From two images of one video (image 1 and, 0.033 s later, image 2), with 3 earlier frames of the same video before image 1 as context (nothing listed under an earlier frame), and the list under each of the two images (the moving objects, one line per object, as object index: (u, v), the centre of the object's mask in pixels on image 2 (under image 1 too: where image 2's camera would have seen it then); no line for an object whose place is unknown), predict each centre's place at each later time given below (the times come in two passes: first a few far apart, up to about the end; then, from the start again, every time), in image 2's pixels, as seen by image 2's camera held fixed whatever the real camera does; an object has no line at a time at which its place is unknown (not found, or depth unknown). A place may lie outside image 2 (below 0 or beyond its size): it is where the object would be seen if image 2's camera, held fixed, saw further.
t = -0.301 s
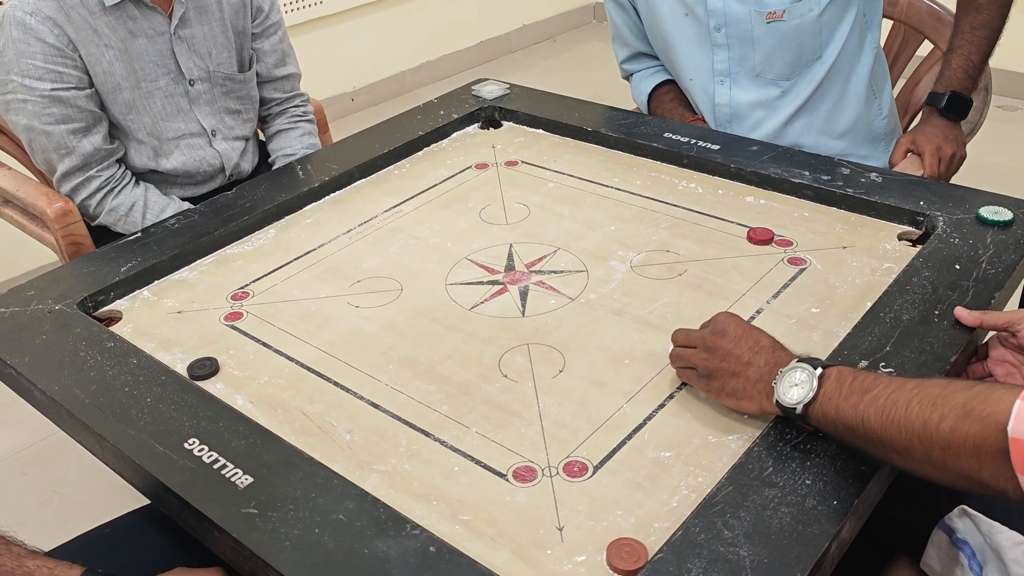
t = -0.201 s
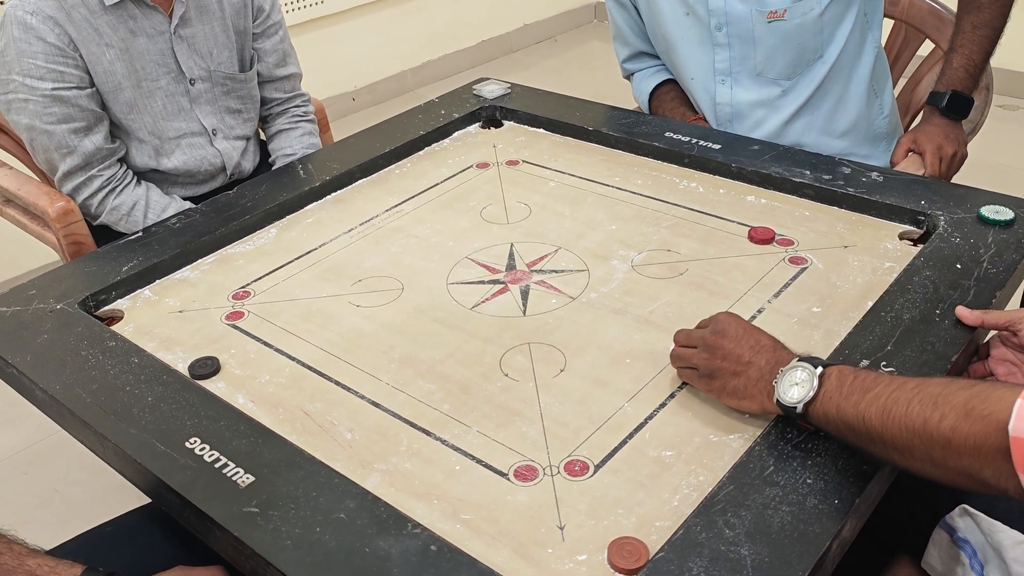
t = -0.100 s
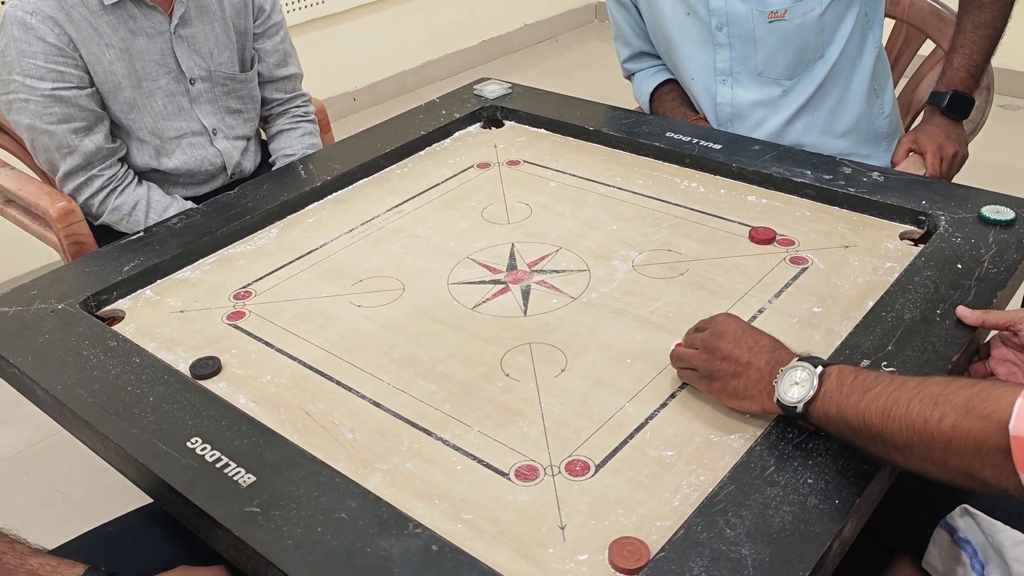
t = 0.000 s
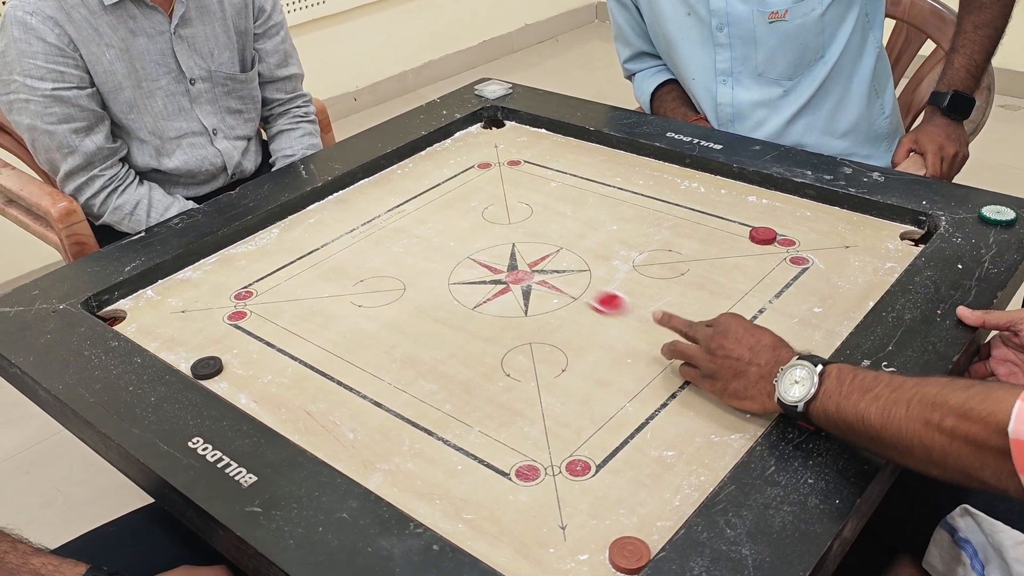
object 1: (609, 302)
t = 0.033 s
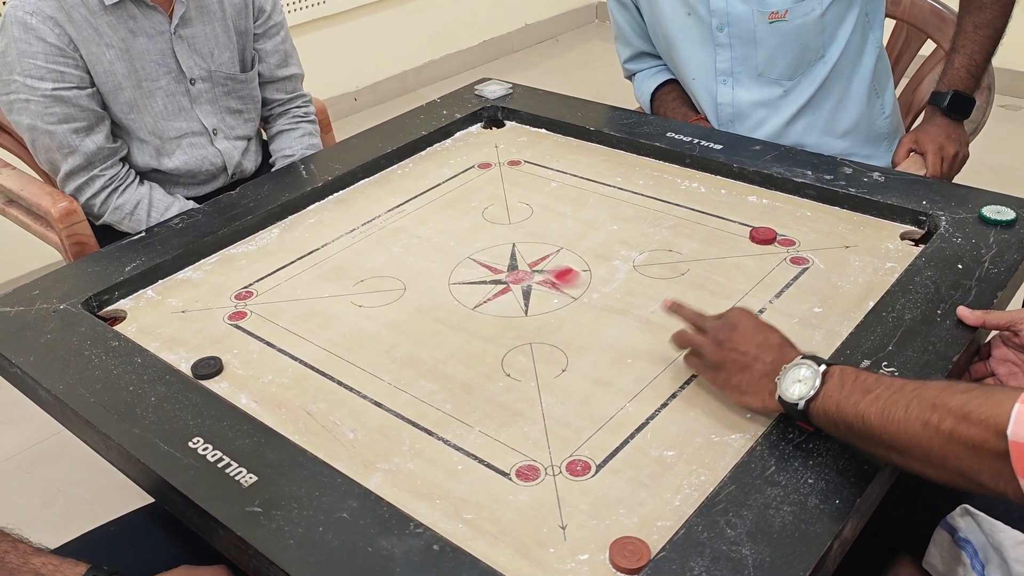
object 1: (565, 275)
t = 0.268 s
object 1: (434, 184)
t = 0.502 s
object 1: (664, 245)
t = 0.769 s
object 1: (797, 280)
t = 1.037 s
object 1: (647, 239)
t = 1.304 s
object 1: (592, 224)
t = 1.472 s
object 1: (590, 223)
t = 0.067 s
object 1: (524, 252)
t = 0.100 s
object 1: (489, 231)
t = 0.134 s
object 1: (458, 213)
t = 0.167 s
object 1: (429, 196)
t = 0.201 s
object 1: (401, 180)
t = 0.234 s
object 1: (403, 176)
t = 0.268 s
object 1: (434, 184)
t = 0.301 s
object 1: (466, 193)
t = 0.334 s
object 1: (496, 201)
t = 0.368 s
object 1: (528, 209)
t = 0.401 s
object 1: (562, 218)
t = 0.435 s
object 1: (596, 227)
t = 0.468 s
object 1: (629, 236)
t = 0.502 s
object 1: (664, 245)
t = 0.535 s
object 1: (699, 254)
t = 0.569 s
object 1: (733, 264)
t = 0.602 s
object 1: (770, 274)
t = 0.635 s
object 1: (806, 283)
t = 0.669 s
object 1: (842, 294)
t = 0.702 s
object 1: (853, 296)
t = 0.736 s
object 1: (823, 288)
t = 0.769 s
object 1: (797, 280)
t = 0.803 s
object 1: (771, 273)
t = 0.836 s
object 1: (748, 267)
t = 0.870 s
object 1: (727, 261)
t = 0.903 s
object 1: (708, 255)
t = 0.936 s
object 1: (690, 250)
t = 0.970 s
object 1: (674, 246)
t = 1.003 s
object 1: (660, 242)
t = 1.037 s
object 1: (647, 239)
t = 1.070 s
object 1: (636, 236)
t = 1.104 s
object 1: (626, 233)
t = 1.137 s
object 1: (617, 230)
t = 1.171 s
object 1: (610, 228)
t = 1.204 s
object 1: (604, 227)
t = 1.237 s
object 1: (599, 225)
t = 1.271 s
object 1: (595, 225)
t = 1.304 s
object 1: (592, 224)
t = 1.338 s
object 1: (591, 223)
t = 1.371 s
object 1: (590, 223)
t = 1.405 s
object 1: (590, 223)
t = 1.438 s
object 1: (590, 223)
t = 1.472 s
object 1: (590, 223)
